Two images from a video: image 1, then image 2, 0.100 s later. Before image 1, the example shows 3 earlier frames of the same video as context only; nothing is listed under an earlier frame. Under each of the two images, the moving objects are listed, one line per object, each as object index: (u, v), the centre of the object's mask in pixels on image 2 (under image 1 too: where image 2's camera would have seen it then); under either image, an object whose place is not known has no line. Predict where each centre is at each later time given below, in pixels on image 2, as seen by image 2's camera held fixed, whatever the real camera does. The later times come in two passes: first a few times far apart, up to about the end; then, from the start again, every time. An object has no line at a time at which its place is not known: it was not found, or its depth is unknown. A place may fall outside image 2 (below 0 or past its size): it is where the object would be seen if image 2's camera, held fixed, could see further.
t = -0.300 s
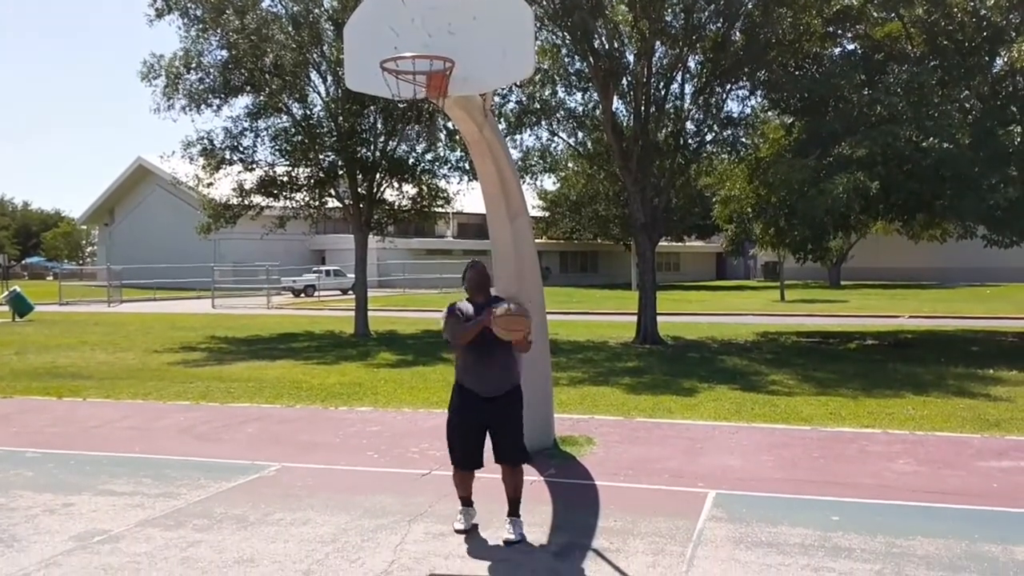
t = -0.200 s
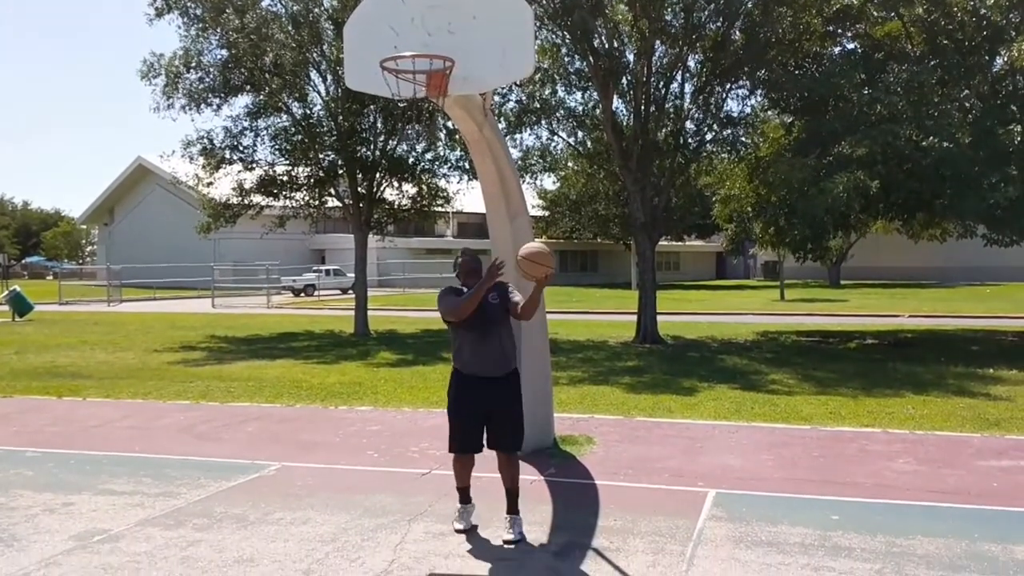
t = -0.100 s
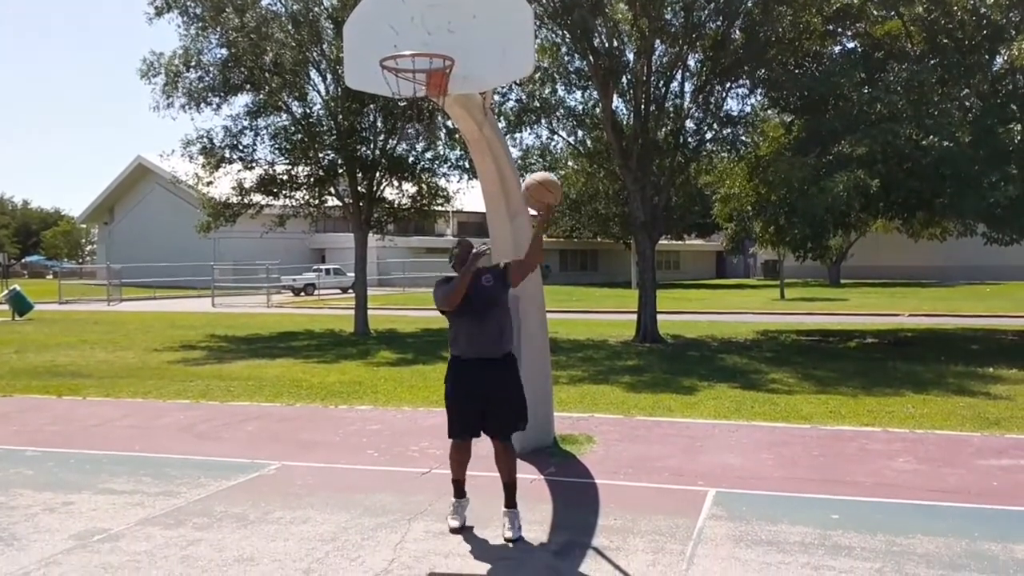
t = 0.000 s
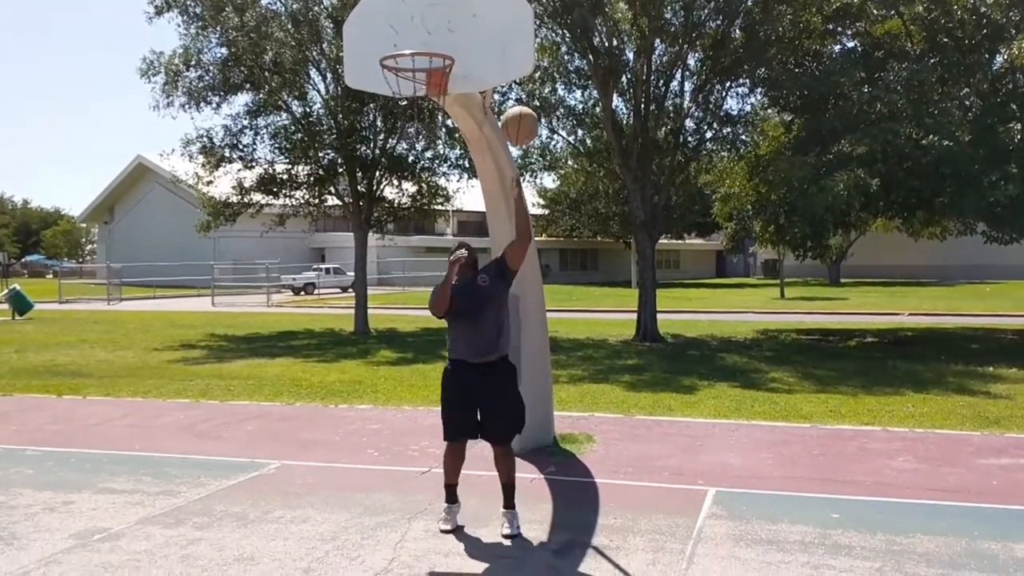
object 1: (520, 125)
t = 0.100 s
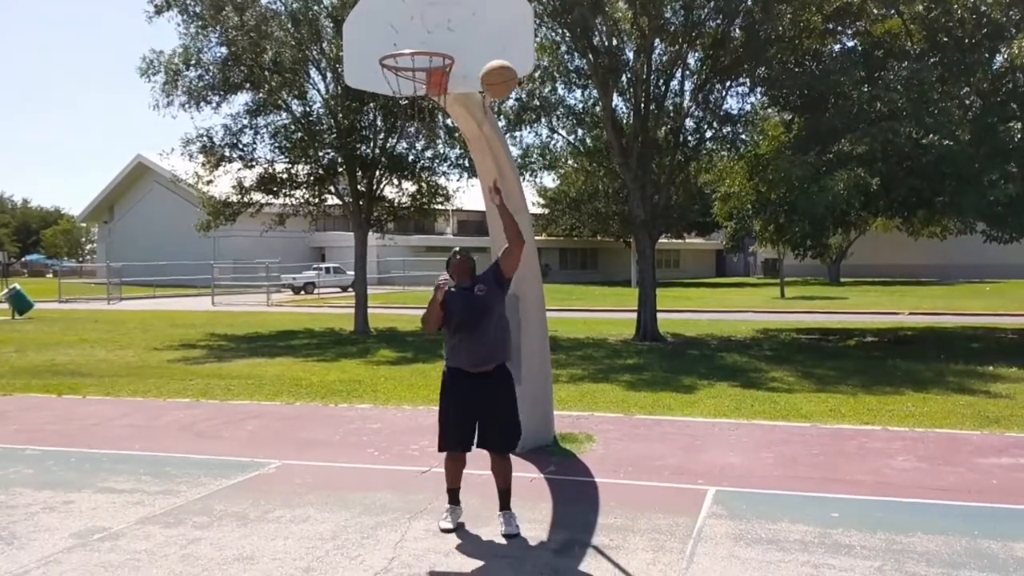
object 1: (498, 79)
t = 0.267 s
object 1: (467, 41)
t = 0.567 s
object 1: (398, 58)
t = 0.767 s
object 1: (441, 104)
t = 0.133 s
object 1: (492, 68)
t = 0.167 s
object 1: (485, 58)
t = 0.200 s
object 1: (479, 51)
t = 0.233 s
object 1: (473, 45)
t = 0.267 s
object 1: (467, 41)
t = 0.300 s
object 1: (461, 38)
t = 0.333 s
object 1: (453, 35)
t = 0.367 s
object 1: (445, 33)
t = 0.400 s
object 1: (437, 33)
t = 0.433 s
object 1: (429, 34)
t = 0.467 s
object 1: (421, 36)
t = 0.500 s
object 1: (413, 43)
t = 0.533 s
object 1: (405, 49)
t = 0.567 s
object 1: (398, 58)
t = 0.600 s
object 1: (407, 68)
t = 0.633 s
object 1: (414, 74)
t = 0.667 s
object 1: (426, 85)
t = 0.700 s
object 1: (433, 93)
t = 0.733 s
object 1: (438, 101)
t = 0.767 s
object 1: (441, 104)
